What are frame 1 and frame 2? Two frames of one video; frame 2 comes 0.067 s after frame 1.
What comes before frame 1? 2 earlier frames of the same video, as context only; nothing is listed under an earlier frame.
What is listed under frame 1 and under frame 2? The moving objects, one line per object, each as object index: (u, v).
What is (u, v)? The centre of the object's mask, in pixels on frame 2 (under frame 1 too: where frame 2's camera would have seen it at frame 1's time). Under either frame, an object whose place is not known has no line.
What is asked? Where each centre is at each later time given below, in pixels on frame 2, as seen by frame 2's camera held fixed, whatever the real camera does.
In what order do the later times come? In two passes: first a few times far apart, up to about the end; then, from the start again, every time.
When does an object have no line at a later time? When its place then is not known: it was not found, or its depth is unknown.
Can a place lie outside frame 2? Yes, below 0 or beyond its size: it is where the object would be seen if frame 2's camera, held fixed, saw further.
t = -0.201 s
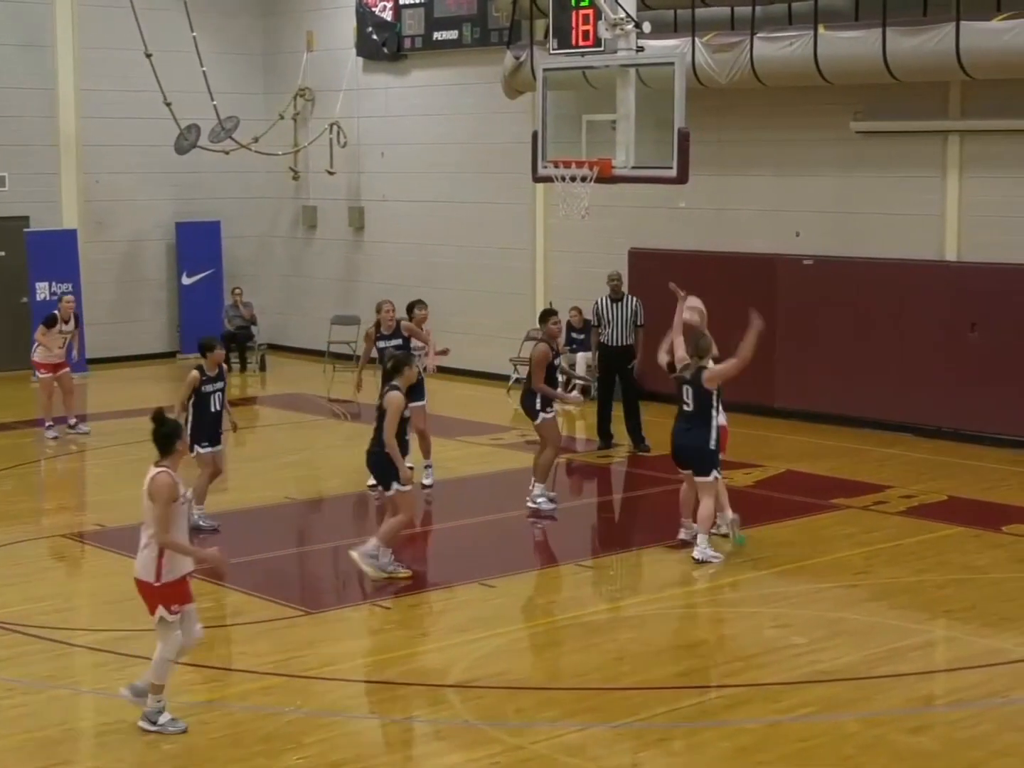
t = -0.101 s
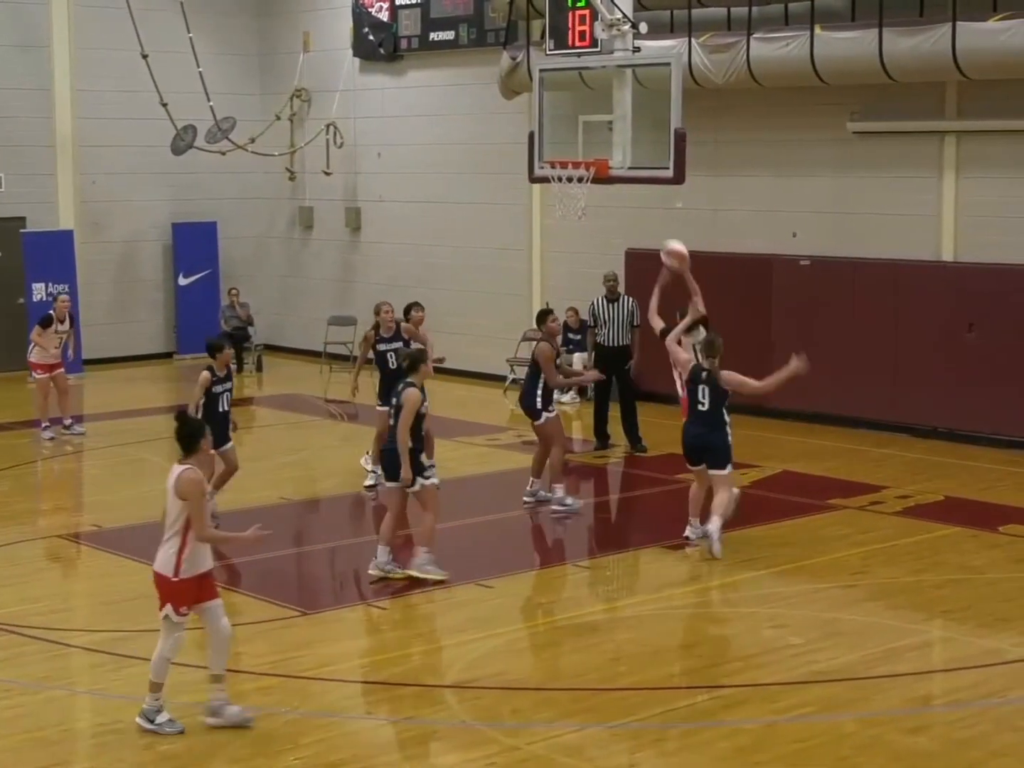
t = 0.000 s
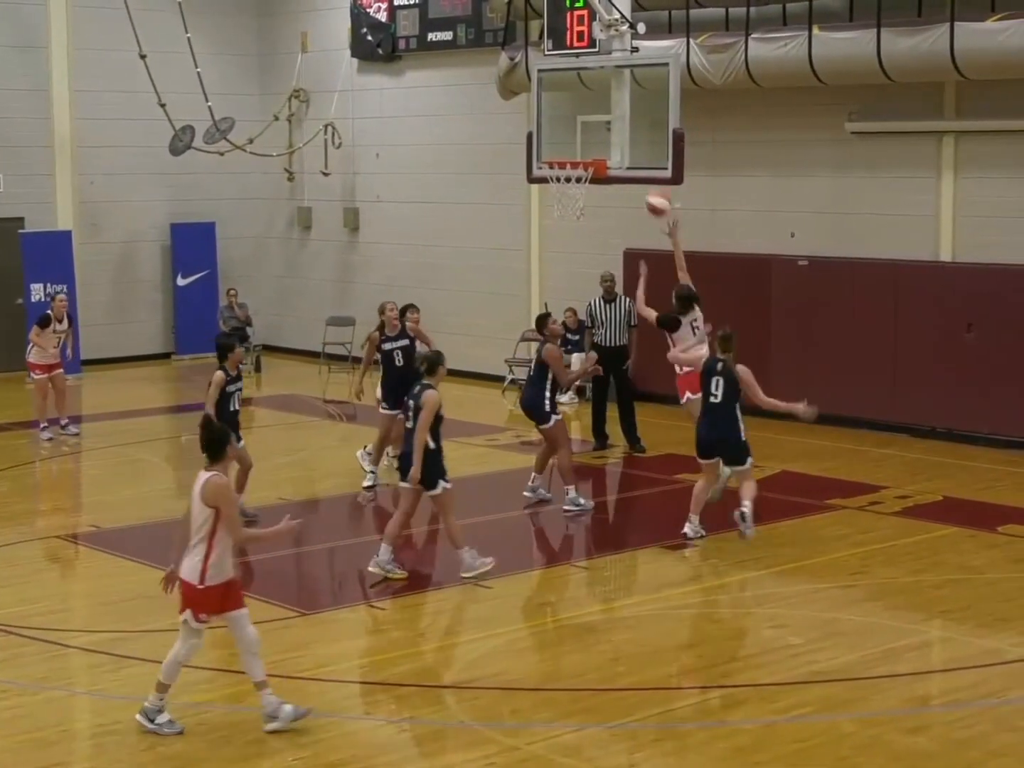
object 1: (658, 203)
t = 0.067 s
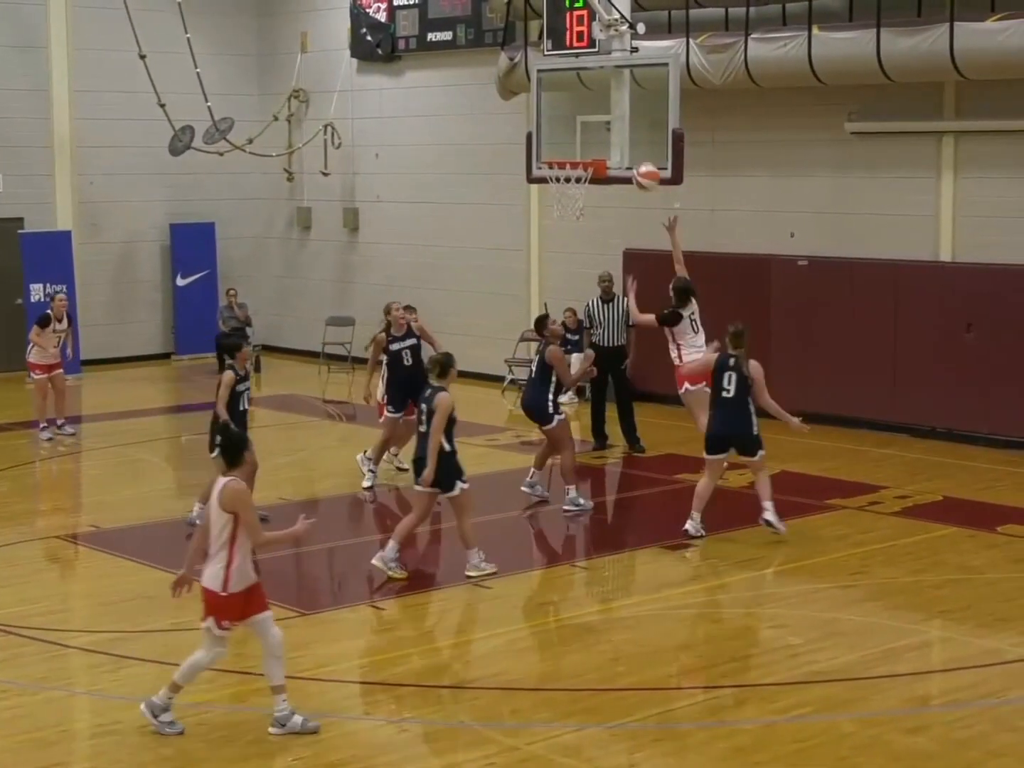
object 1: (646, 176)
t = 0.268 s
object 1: (612, 133)
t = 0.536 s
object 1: (556, 164)
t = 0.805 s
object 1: (585, 206)
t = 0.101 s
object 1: (640, 163)
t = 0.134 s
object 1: (636, 155)
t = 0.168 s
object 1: (630, 146)
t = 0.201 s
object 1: (625, 139)
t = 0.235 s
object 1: (620, 134)
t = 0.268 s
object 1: (612, 133)
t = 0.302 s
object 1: (604, 133)
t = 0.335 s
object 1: (596, 133)
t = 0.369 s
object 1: (590, 135)
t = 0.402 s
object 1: (582, 140)
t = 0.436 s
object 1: (574, 145)
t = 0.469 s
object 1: (567, 149)
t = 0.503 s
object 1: (558, 158)
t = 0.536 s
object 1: (556, 164)
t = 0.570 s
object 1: (560, 174)
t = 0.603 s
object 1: (564, 182)
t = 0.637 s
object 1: (569, 191)
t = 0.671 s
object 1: (572, 195)
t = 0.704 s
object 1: (575, 197)
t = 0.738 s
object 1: (579, 198)
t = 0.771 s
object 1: (582, 201)
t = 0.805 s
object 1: (585, 206)
